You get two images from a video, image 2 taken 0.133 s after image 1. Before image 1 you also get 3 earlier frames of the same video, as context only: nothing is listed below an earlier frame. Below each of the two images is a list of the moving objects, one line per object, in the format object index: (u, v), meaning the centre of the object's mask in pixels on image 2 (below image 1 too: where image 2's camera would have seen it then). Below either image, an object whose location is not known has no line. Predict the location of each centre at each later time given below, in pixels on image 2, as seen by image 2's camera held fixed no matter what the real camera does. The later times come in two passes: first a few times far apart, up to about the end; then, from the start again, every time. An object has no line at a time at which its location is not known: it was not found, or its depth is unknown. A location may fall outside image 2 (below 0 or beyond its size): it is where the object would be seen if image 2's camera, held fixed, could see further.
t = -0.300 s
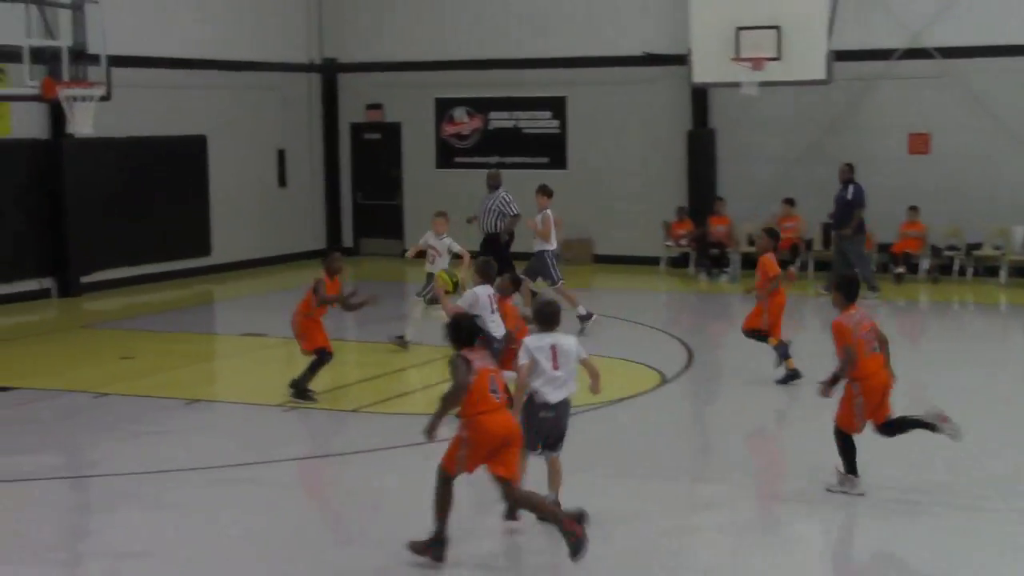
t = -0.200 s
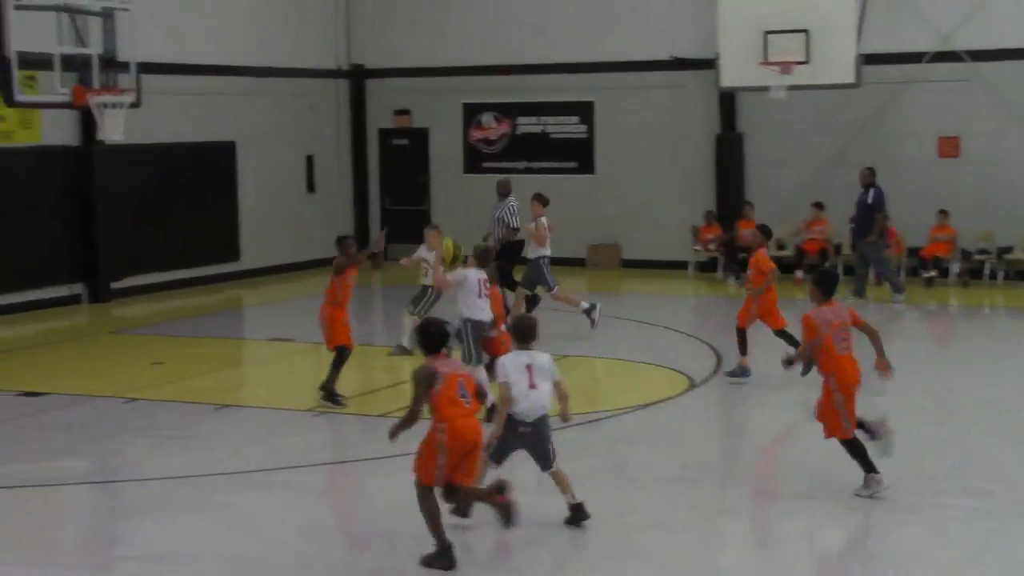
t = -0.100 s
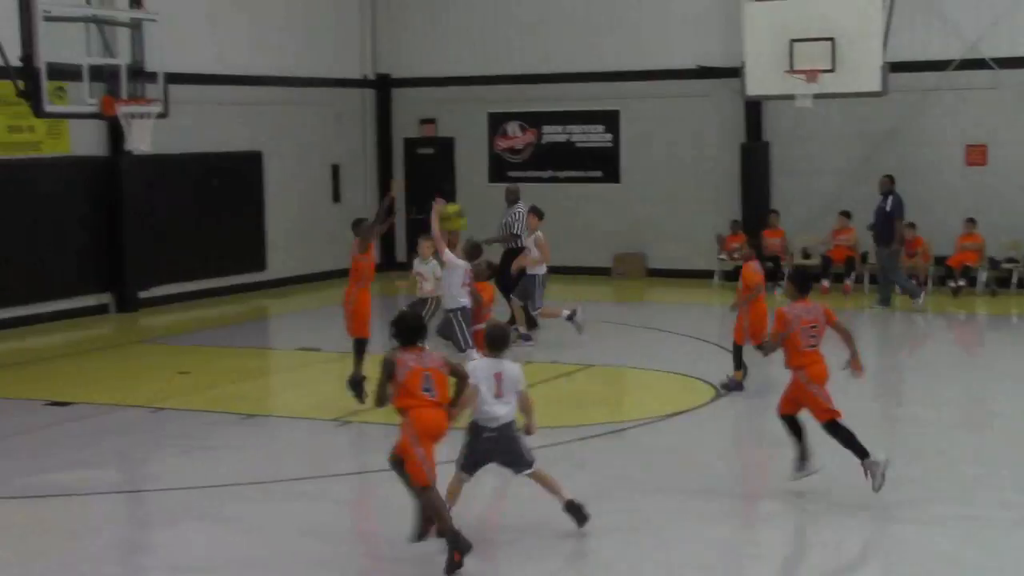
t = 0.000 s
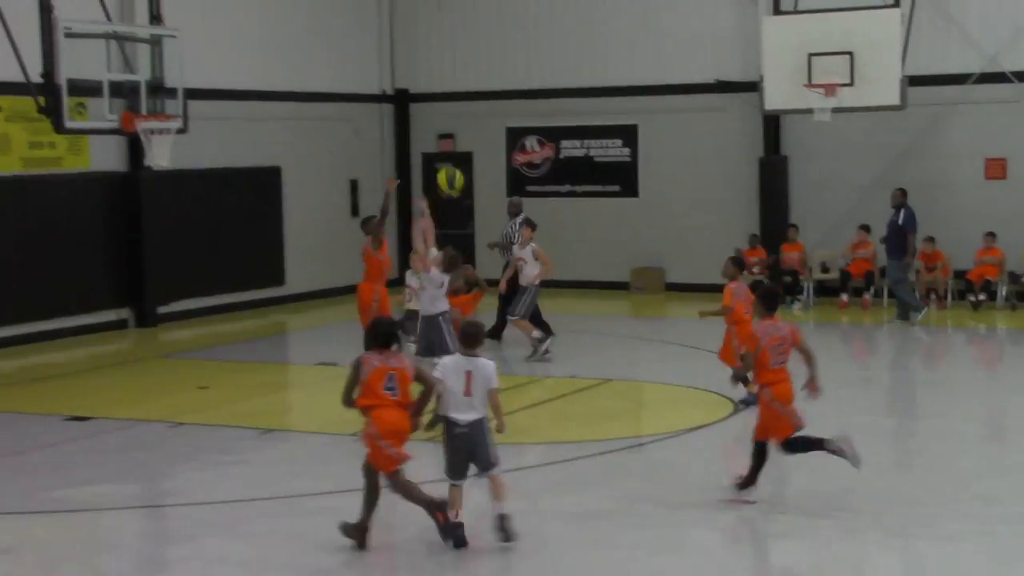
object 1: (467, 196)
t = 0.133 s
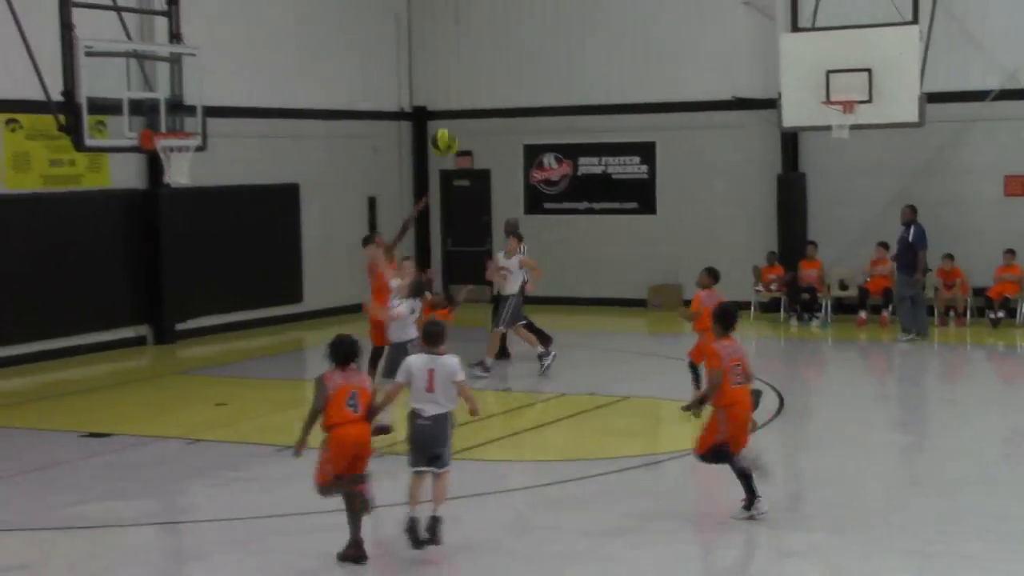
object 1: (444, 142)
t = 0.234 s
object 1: (427, 114)
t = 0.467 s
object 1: (391, 98)
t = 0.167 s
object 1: (438, 131)
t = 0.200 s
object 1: (432, 122)
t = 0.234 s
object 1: (427, 114)
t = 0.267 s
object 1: (421, 109)
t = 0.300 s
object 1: (416, 104)
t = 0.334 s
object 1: (411, 101)
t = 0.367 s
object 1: (404, 98)
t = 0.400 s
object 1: (400, 96)
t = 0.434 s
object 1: (395, 96)
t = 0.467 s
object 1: (391, 98)
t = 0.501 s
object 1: (385, 99)
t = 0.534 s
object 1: (380, 105)
